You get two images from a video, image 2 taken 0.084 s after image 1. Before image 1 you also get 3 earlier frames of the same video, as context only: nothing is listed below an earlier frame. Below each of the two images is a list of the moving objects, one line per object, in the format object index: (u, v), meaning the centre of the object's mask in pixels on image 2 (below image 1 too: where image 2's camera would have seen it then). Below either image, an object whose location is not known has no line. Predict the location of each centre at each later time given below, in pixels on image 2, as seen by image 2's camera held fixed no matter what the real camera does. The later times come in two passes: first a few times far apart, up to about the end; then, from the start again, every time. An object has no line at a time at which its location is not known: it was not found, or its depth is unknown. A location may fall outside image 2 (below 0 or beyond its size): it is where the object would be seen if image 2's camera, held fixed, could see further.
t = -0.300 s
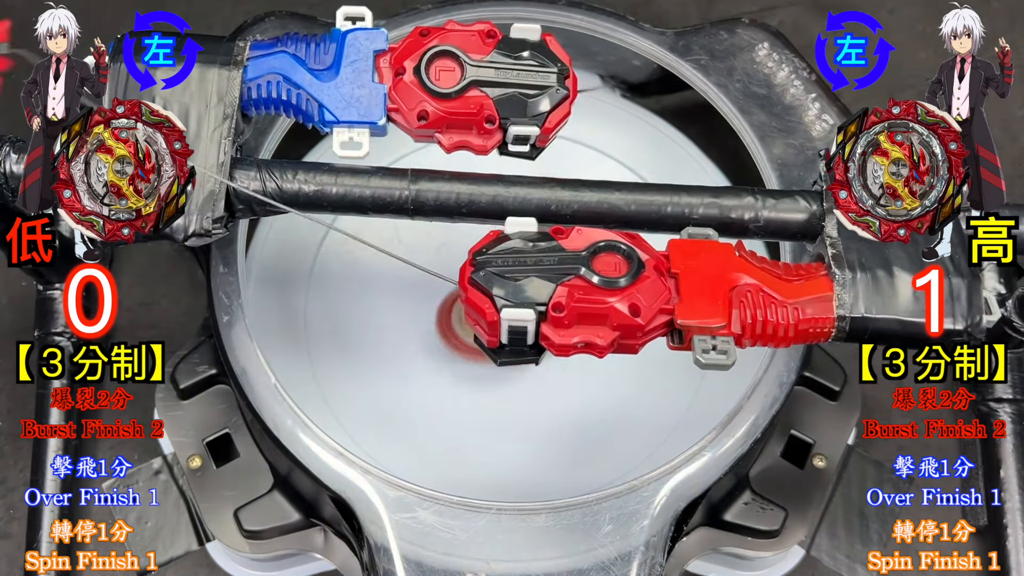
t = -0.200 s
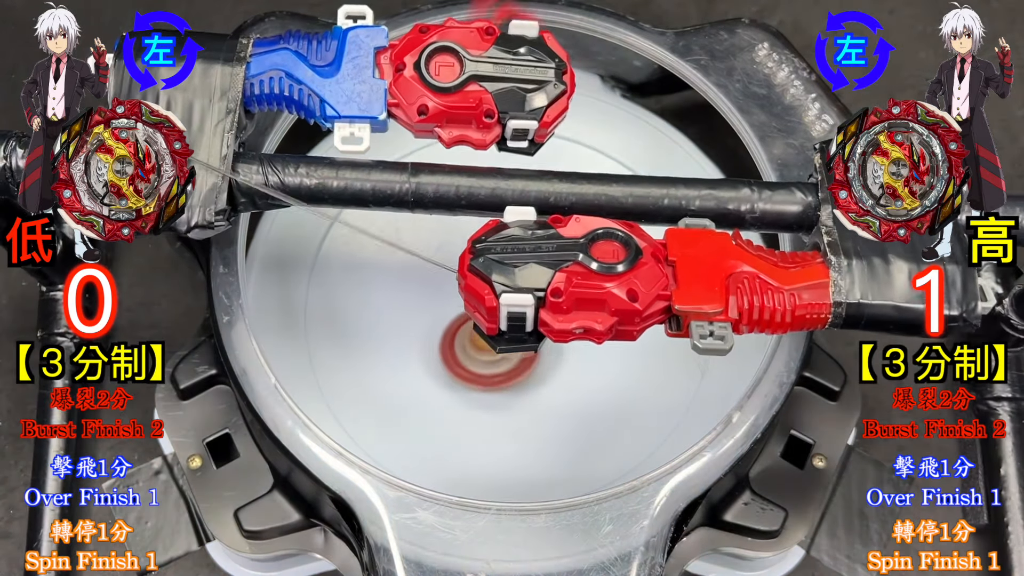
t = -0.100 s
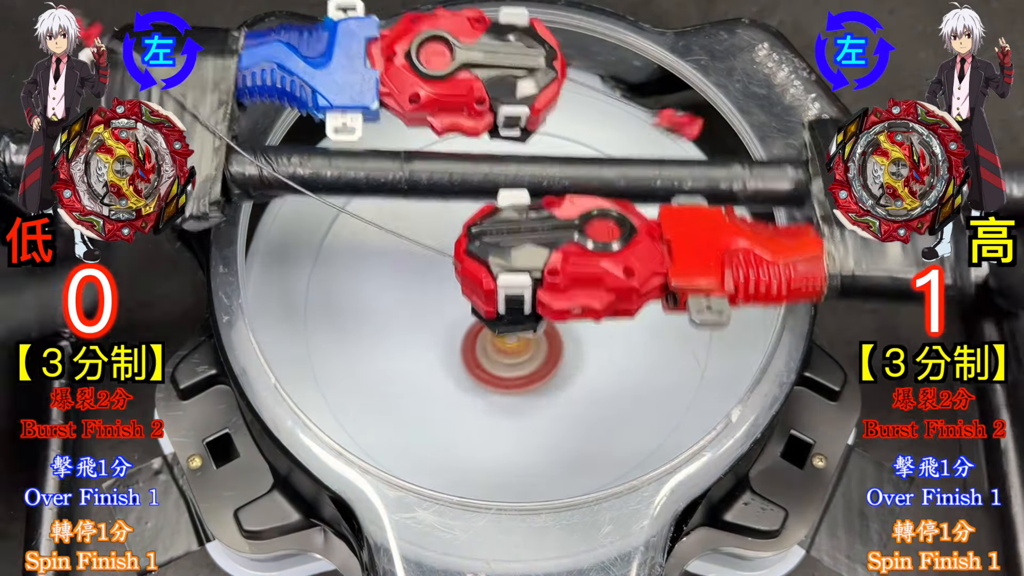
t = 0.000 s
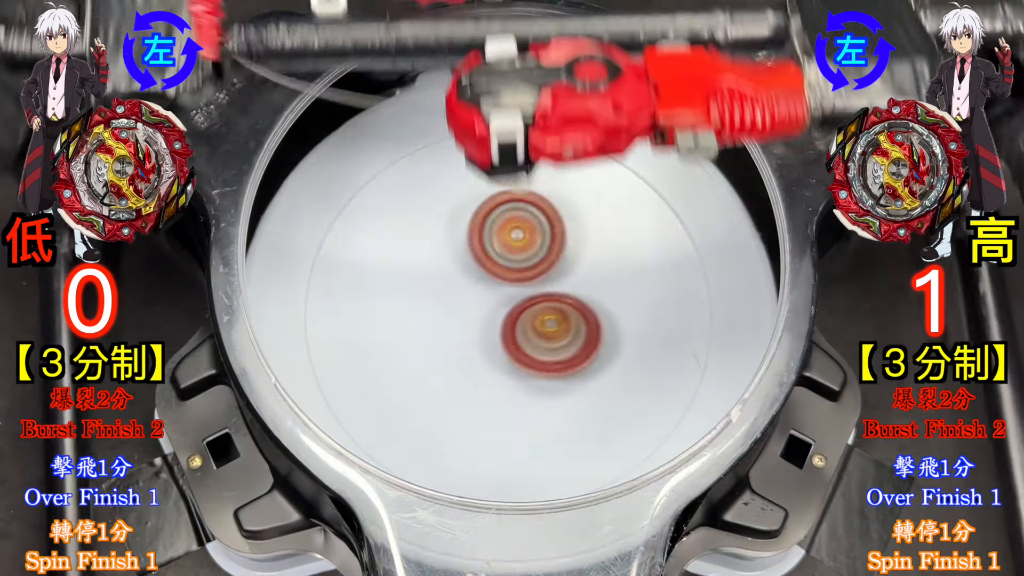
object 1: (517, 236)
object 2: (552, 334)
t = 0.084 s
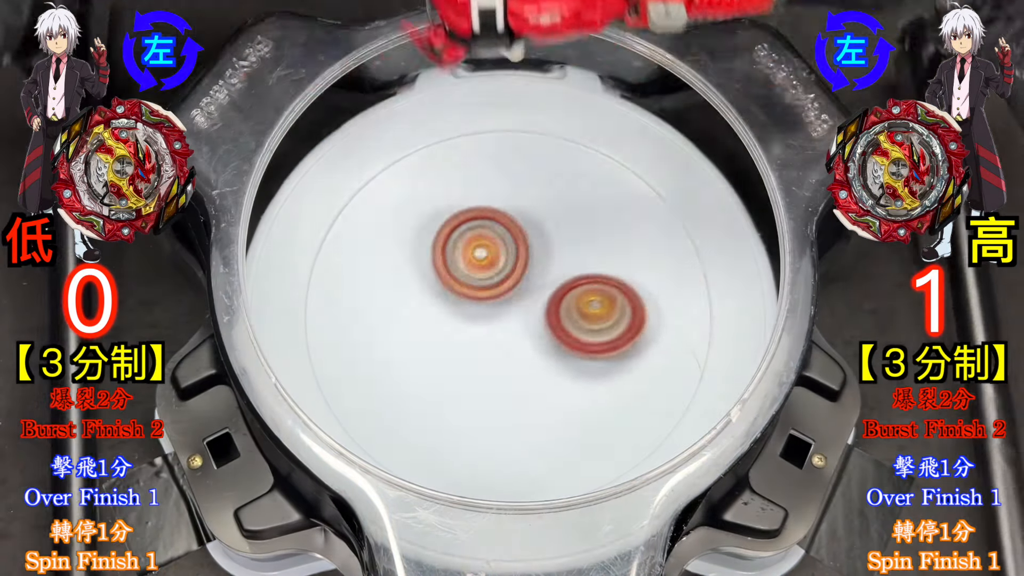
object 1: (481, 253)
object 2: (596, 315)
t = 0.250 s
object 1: (403, 272)
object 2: (672, 298)
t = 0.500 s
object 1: (388, 253)
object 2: (673, 342)
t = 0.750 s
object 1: (481, 235)
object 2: (560, 356)
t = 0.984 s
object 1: (473, 214)
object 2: (562, 316)
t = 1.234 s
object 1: (472, 256)
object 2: (622, 229)
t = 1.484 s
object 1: (437, 314)
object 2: (649, 243)
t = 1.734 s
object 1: (372, 289)
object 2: (594, 303)
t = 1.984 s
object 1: (428, 225)
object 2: (521, 264)
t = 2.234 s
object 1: (462, 252)
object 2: (598, 175)
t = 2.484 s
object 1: (469, 336)
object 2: (648, 196)
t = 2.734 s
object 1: (368, 382)
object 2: (596, 270)
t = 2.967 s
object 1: (351, 271)
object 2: (472, 264)
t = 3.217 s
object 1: (438, 233)
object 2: (538, 143)
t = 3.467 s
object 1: (638, 358)
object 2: (597, 167)
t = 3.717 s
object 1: (543, 443)
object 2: (558, 263)
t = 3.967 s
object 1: (390, 366)
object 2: (414, 267)
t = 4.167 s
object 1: (411, 363)
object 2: (400, 158)
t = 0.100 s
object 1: (473, 257)
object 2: (605, 312)
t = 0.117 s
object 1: (465, 261)
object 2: (614, 310)
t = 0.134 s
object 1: (456, 263)
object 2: (623, 306)
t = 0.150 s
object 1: (449, 265)
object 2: (631, 304)
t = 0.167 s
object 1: (440, 267)
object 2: (639, 302)
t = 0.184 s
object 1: (431, 269)
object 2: (647, 301)
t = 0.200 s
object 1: (424, 270)
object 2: (654, 299)
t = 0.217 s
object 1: (416, 271)
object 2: (660, 298)
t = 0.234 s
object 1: (409, 272)
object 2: (667, 299)
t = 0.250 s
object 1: (403, 272)
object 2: (672, 298)
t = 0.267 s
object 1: (396, 272)
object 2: (677, 299)
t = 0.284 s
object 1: (391, 272)
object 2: (681, 300)
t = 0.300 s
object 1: (386, 271)
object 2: (685, 302)
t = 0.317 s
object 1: (382, 271)
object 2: (688, 304)
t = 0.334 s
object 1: (378, 270)
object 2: (690, 306)
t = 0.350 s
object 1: (376, 269)
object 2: (692, 308)
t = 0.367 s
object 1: (374, 268)
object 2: (693, 312)
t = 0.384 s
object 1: (373, 266)
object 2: (693, 315)
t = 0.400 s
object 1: (373, 264)
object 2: (692, 319)
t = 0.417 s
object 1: (374, 263)
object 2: (691, 322)
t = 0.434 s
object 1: (375, 261)
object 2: (689, 326)
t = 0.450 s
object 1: (377, 259)
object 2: (686, 330)
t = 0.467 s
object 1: (380, 257)
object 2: (682, 334)
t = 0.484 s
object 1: (384, 255)
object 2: (678, 339)
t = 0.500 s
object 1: (388, 253)
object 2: (673, 342)
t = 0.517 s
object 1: (392, 251)
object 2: (667, 347)
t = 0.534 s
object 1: (397, 249)
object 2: (661, 350)
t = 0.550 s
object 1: (403, 246)
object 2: (654, 354)
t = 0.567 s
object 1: (409, 244)
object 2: (647, 357)
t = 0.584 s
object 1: (415, 242)
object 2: (640, 359)
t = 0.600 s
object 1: (422, 241)
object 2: (632, 362)
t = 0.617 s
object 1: (428, 239)
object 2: (624, 364)
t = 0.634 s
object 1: (434, 237)
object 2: (615, 365)
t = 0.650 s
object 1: (441, 236)
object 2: (608, 366)
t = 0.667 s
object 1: (448, 234)
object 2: (599, 366)
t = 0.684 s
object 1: (455, 234)
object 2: (591, 365)
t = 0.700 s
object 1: (462, 233)
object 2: (583, 364)
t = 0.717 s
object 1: (468, 233)
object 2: (575, 362)
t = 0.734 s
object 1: (475, 234)
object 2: (567, 359)
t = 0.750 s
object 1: (481, 235)
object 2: (560, 356)
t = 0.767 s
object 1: (488, 236)
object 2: (553, 352)
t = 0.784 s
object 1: (493, 239)
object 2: (547, 348)
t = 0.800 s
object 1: (498, 241)
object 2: (541, 343)
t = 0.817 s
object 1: (503, 245)
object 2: (537, 337)
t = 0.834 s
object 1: (501, 240)
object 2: (538, 336)
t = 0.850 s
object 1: (498, 234)
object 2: (540, 336)
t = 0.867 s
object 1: (495, 230)
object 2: (543, 337)
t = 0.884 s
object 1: (491, 227)
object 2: (546, 336)
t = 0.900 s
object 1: (488, 222)
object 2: (548, 335)
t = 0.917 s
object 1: (484, 219)
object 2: (551, 333)
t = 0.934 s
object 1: (481, 218)
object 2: (554, 330)
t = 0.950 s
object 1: (478, 215)
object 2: (556, 325)
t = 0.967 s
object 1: (475, 214)
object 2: (559, 321)
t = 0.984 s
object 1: (473, 214)
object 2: (562, 316)
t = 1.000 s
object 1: (470, 214)
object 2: (565, 310)
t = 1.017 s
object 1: (469, 215)
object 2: (569, 304)
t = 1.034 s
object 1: (468, 216)
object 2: (572, 298)
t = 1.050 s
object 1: (467, 217)
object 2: (576, 291)
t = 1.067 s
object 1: (467, 220)
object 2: (580, 284)
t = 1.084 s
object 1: (467, 222)
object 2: (584, 277)
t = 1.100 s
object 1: (468, 226)
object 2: (588, 270)
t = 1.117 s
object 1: (468, 229)
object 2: (592, 263)
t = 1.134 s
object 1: (469, 233)
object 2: (596, 257)
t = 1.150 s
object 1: (469, 236)
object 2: (601, 252)
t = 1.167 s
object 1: (470, 241)
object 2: (605, 246)
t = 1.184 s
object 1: (471, 245)
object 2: (610, 241)
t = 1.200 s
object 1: (471, 248)
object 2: (614, 237)
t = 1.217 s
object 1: (472, 252)
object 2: (618, 232)
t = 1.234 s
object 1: (472, 256)
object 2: (622, 229)
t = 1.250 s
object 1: (472, 260)
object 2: (626, 226)
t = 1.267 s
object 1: (471, 264)
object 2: (629, 224)
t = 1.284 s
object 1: (471, 269)
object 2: (633, 223)
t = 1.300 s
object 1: (470, 273)
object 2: (635, 222)
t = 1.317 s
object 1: (469, 277)
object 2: (638, 221)
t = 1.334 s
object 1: (467, 282)
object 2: (641, 220)
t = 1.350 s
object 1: (465, 285)
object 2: (643, 221)
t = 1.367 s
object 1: (463, 290)
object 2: (645, 222)
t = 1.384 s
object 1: (460, 294)
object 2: (646, 224)
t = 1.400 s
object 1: (457, 298)
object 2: (648, 226)
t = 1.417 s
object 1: (453, 301)
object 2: (648, 229)
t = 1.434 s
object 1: (450, 306)
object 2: (649, 232)
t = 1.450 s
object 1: (445, 308)
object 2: (649, 235)
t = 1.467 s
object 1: (441, 312)
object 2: (649, 239)
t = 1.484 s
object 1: (437, 314)
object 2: (649, 243)
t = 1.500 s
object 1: (432, 316)
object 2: (648, 248)
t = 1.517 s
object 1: (426, 318)
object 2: (647, 252)
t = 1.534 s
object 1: (422, 319)
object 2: (645, 257)
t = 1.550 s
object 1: (416, 320)
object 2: (644, 262)
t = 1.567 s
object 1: (411, 320)
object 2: (642, 267)
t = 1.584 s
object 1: (405, 319)
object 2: (638, 272)
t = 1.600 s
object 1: (400, 318)
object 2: (636, 276)
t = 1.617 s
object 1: (395, 316)
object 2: (631, 281)
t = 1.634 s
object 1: (390, 314)
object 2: (628, 285)
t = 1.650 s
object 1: (385, 311)
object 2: (623, 289)
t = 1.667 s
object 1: (382, 308)
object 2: (617, 293)
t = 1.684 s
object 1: (378, 304)
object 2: (612, 296)
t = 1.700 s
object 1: (375, 299)
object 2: (606, 299)
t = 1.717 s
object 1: (373, 294)
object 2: (600, 301)
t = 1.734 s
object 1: (372, 289)
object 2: (594, 303)
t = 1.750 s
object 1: (371, 283)
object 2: (588, 305)
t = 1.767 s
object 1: (371, 277)
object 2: (581, 306)
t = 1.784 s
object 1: (373, 272)
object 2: (574, 306)
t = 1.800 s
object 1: (376, 266)
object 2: (567, 306)
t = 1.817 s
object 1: (379, 260)
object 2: (560, 305)
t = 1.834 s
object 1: (384, 255)
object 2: (553, 303)
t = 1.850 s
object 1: (389, 250)
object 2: (546, 301)
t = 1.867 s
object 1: (395, 245)
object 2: (540, 298)
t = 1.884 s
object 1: (402, 241)
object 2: (532, 294)
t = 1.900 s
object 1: (410, 238)
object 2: (526, 290)
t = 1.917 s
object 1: (417, 235)
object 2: (520, 285)
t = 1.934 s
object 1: (426, 234)
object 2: (514, 280)
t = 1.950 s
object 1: (434, 232)
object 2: (511, 275)
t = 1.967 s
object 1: (431, 228)
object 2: (515, 270)
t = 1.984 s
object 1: (428, 225)
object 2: (521, 264)
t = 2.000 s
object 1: (427, 223)
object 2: (527, 258)
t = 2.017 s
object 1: (426, 222)
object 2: (533, 253)
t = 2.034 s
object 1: (427, 221)
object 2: (538, 246)
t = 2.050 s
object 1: (428, 222)
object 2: (544, 239)
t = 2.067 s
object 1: (430, 222)
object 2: (548, 232)
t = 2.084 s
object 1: (432, 225)
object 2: (554, 225)
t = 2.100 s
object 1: (436, 226)
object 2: (558, 219)
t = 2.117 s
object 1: (438, 229)
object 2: (563, 212)
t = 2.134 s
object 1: (442, 231)
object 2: (568, 205)
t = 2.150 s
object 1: (445, 234)
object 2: (573, 199)
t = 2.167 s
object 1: (449, 237)
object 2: (578, 193)
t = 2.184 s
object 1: (452, 241)
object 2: (583, 188)
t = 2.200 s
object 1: (456, 244)
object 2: (588, 183)
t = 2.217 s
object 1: (459, 248)
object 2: (593, 179)
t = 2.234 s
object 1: (462, 252)
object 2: (598, 175)
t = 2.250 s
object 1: (465, 256)
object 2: (603, 172)
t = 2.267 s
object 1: (468, 260)
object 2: (608, 170)
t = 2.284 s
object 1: (470, 265)
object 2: (613, 169)
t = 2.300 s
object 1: (472, 269)
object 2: (617, 168)
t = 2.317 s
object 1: (474, 274)
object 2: (622, 169)
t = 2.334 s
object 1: (475, 278)
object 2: (626, 169)
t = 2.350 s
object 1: (477, 284)
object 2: (630, 171)
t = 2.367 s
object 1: (478, 289)
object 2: (633, 173)
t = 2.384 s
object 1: (478, 295)
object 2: (636, 175)
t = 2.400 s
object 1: (478, 301)
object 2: (639, 178)
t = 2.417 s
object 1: (477, 308)
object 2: (642, 181)
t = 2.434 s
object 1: (476, 314)
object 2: (644, 184)
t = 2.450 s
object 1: (474, 321)
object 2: (646, 188)
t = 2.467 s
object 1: (472, 328)
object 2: (647, 191)
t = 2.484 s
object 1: (469, 336)
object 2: (648, 196)
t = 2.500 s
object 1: (466, 344)
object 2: (649, 201)
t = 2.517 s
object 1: (462, 351)
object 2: (648, 206)
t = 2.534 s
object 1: (457, 358)
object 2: (648, 211)
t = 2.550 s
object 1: (452, 364)
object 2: (646, 216)
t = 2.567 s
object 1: (446, 370)
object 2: (644, 222)
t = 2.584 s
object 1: (440, 375)
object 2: (642, 227)
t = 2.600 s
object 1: (433, 380)
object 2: (639, 233)
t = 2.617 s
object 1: (426, 384)
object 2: (635, 238)
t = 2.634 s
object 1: (419, 386)
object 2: (631, 243)
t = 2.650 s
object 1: (410, 388)
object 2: (627, 248)
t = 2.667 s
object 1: (402, 389)
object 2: (621, 254)
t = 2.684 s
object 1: (394, 389)
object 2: (616, 258)
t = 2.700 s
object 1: (385, 388)
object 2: (609, 262)
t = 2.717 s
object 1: (377, 385)
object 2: (603, 266)
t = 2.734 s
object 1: (368, 382)
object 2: (596, 270)
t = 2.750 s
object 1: (361, 378)
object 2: (589, 273)
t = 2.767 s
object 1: (354, 372)
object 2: (581, 276)
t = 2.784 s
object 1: (348, 366)
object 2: (573, 278)
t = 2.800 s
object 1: (343, 359)
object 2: (565, 279)
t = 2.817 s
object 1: (337, 351)
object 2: (557, 281)
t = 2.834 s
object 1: (334, 343)
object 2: (548, 281)
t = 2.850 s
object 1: (332, 333)
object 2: (539, 281)
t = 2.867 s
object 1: (330, 324)
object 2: (529, 280)
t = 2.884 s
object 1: (331, 316)
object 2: (519, 279)
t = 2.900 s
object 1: (332, 307)
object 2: (510, 277)
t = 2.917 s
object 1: (335, 297)
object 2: (500, 275)
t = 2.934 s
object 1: (339, 288)
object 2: (491, 272)
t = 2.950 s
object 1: (344, 279)
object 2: (481, 268)
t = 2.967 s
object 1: (351, 271)
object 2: (472, 264)
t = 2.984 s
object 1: (360, 262)
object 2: (463, 259)
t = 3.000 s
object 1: (369, 255)
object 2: (460, 252)
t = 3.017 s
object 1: (365, 250)
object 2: (464, 243)
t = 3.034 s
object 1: (361, 246)
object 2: (472, 233)
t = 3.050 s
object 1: (359, 244)
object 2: (479, 223)
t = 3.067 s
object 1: (360, 241)
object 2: (485, 213)
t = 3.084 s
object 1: (361, 239)
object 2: (491, 203)
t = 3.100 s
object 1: (366, 236)
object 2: (498, 193)
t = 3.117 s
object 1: (371, 235)
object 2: (503, 184)
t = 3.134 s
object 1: (378, 234)
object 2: (509, 175)
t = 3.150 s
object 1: (388, 232)
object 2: (514, 166)
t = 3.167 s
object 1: (398, 231)
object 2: (520, 159)
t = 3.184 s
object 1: (409, 231)
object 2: (526, 152)
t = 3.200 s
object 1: (423, 231)
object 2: (532, 147)
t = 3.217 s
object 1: (438, 233)
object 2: (538, 143)
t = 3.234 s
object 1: (453, 235)
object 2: (544, 139)
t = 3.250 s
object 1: (468, 238)
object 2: (549, 137)
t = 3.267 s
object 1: (485, 242)
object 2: (555, 136)
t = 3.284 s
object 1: (502, 248)
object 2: (559, 135)
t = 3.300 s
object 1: (517, 254)
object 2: (564, 135)
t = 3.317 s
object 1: (533, 262)
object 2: (569, 136)
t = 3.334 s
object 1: (548, 270)
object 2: (573, 138)
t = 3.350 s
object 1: (562, 279)
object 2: (577, 140)
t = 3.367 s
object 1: (576, 289)
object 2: (581, 142)
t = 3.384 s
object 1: (589, 299)
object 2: (585, 145)
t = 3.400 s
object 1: (601, 310)
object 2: (588, 149)
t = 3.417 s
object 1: (612, 322)
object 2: (591, 153)
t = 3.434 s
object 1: (622, 333)
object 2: (593, 157)
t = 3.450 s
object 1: (631, 345)
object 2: (595, 162)
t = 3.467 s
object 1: (638, 358)
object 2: (597, 167)
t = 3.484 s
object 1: (644, 369)
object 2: (598, 173)
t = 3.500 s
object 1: (649, 381)
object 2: (599, 179)
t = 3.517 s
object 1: (652, 394)
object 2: (598, 186)
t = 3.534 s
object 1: (654, 405)
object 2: (599, 193)
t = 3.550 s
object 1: (652, 415)
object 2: (598, 199)
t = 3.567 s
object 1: (649, 423)
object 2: (596, 206)
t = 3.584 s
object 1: (644, 431)
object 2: (594, 213)
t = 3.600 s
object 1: (638, 438)
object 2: (591, 219)
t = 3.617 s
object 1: (628, 442)
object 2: (587, 227)
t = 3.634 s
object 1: (615, 445)
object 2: (584, 233)
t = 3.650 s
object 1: (602, 446)
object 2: (580, 239)
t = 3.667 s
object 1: (589, 448)
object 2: (575, 246)
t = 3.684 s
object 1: (574, 447)
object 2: (570, 252)
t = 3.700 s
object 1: (559, 447)
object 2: (564, 257)
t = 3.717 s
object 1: (543, 443)
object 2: (558, 263)
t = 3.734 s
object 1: (527, 439)
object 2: (552, 268)
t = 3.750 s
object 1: (511, 434)
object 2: (544, 273)
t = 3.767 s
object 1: (496, 429)
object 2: (537, 278)
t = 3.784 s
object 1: (481, 424)
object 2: (529, 282)
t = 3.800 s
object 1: (466, 419)
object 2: (520, 286)
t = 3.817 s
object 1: (453, 413)
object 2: (511, 290)
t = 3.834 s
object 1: (442, 408)
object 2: (500, 292)
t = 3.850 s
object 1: (430, 400)
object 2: (489, 295)
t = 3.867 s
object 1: (421, 394)
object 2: (479, 296)
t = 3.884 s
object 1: (414, 386)
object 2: (467, 297)
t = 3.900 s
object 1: (407, 378)
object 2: (457, 296)
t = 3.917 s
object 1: (402, 369)
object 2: (446, 293)
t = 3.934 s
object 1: (398, 362)
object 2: (435, 287)
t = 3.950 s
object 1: (395, 361)
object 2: (425, 279)
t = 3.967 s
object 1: (390, 366)
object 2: (414, 267)
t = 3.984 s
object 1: (386, 372)
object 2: (405, 253)
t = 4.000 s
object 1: (385, 375)
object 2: (396, 241)
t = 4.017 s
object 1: (385, 376)
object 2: (388, 226)
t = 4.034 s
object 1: (385, 377)
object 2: (381, 215)
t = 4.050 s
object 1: (387, 378)
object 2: (375, 202)
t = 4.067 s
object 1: (389, 378)
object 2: (371, 190)
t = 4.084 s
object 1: (392, 376)
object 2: (368, 178)
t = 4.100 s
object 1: (395, 374)
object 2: (370, 168)
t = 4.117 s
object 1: (399, 372)
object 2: (376, 162)
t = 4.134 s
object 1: (403, 369)
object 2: (382, 158)
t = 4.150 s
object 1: (407, 366)
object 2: (389, 157)
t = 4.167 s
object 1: (411, 363)
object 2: (400, 158)
